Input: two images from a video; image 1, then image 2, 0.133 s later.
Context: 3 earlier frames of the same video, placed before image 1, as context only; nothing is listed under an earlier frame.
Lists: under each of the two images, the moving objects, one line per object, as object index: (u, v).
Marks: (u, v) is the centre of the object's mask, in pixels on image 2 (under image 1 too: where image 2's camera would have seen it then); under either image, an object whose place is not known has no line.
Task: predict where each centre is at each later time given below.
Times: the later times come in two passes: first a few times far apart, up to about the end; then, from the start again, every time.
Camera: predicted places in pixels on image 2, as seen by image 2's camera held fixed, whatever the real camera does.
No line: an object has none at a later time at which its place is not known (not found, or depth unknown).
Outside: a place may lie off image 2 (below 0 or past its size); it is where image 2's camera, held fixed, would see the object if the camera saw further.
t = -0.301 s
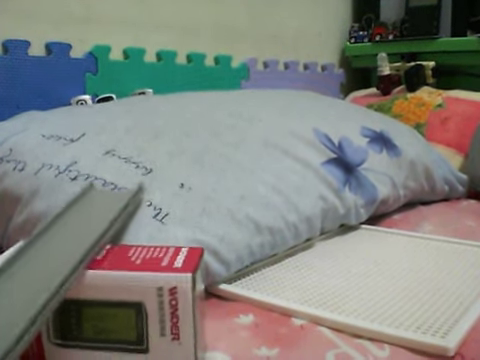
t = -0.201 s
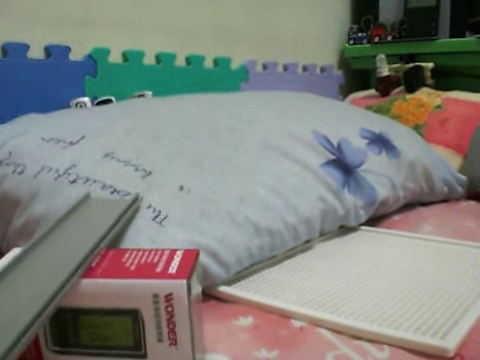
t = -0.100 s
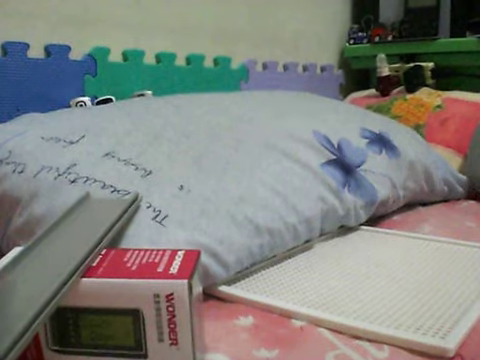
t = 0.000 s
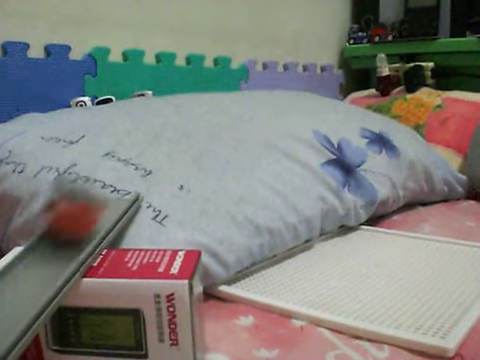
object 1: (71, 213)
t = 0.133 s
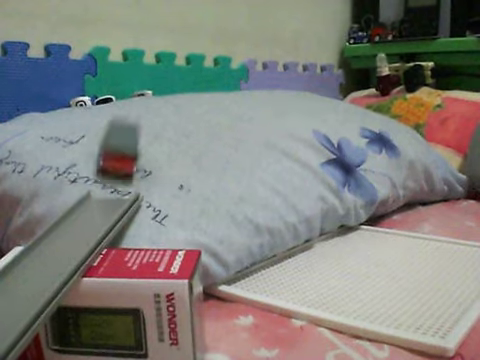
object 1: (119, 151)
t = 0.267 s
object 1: (142, 126)
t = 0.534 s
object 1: (190, 128)
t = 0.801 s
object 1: (241, 168)
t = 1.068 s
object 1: (401, 259)
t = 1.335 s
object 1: (459, 264)
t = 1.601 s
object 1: (449, 263)
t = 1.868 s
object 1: (438, 263)
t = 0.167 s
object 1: (124, 141)
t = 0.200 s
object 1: (130, 135)
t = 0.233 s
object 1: (136, 130)
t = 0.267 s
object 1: (142, 126)
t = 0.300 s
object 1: (148, 125)
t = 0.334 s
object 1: (155, 123)
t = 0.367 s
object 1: (162, 122)
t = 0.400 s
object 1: (168, 122)
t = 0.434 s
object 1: (174, 123)
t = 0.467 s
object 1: (179, 124)
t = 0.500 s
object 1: (185, 126)
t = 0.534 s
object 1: (190, 128)
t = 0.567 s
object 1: (194, 130)
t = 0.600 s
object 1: (198, 131)
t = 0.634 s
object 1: (201, 134)
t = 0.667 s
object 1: (206, 136)
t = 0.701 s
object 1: (211, 139)
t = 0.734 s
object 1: (219, 145)
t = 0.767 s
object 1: (229, 156)
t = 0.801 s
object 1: (241, 168)
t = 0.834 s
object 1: (256, 184)
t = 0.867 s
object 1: (271, 199)
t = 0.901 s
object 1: (297, 226)
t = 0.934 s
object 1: (321, 265)
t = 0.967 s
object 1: (342, 268)
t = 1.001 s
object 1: (364, 266)
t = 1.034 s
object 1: (383, 261)
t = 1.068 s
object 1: (401, 259)
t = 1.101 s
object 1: (414, 262)
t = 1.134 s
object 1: (427, 259)
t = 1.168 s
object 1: (438, 260)
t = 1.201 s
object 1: (446, 264)
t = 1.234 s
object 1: (453, 268)
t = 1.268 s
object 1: (457, 267)
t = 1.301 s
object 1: (458, 265)
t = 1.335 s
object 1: (459, 264)
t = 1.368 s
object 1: (459, 263)
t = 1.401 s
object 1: (460, 263)
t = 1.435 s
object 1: (460, 263)
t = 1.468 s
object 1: (459, 262)
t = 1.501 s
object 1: (458, 262)
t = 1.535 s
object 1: (456, 262)
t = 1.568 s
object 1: (454, 263)
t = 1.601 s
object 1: (449, 263)
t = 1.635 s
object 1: (445, 263)
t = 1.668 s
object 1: (442, 263)
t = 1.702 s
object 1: (440, 263)
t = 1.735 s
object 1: (439, 263)
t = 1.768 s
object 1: (438, 263)
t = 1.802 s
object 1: (438, 263)
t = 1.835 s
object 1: (438, 263)
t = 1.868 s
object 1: (438, 263)
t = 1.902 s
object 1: (438, 263)
